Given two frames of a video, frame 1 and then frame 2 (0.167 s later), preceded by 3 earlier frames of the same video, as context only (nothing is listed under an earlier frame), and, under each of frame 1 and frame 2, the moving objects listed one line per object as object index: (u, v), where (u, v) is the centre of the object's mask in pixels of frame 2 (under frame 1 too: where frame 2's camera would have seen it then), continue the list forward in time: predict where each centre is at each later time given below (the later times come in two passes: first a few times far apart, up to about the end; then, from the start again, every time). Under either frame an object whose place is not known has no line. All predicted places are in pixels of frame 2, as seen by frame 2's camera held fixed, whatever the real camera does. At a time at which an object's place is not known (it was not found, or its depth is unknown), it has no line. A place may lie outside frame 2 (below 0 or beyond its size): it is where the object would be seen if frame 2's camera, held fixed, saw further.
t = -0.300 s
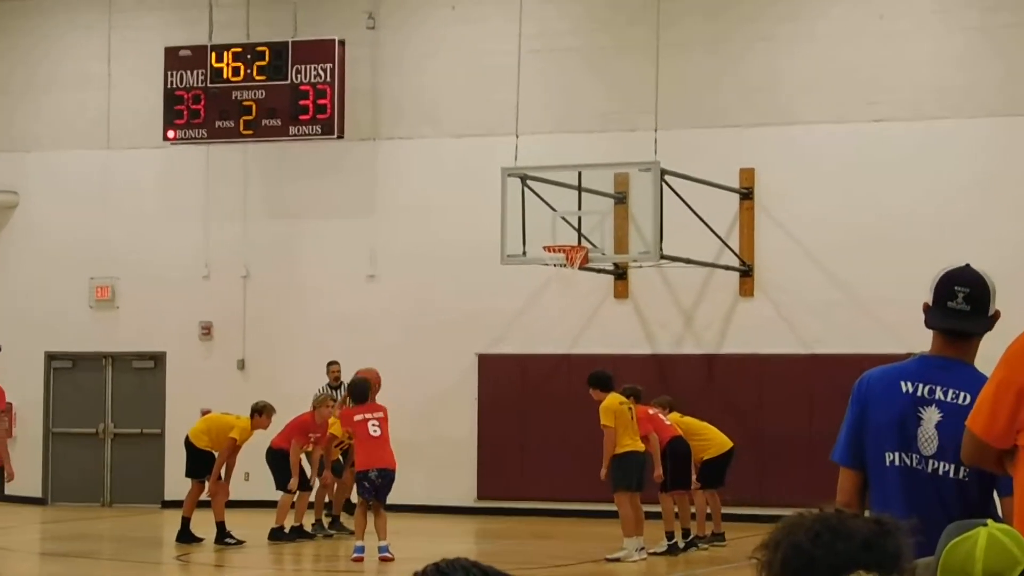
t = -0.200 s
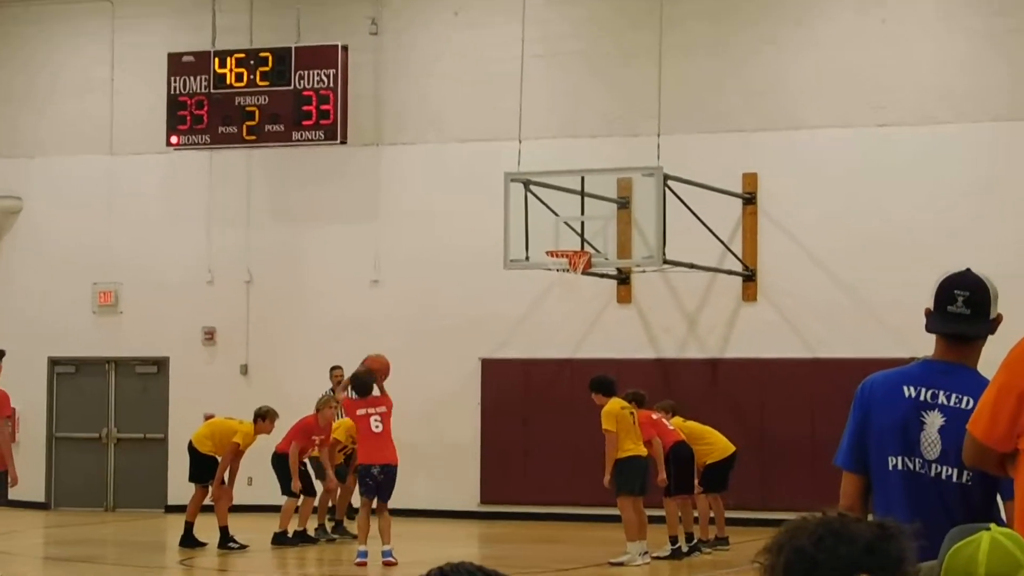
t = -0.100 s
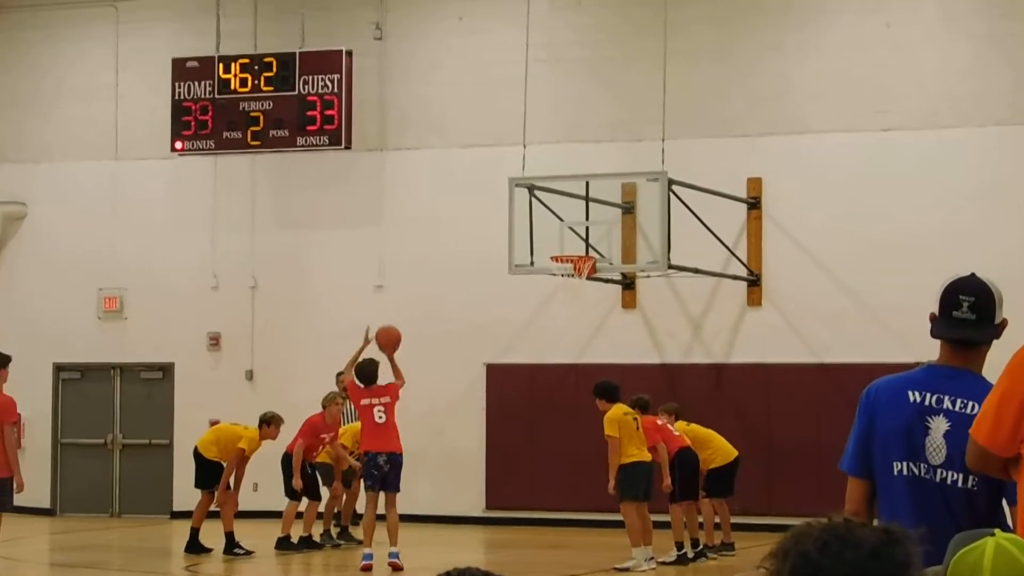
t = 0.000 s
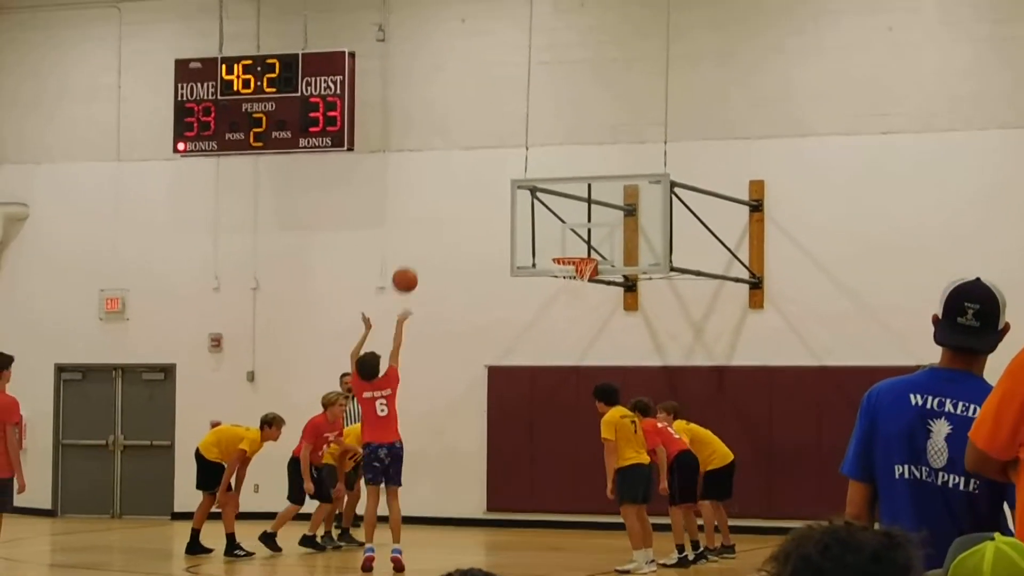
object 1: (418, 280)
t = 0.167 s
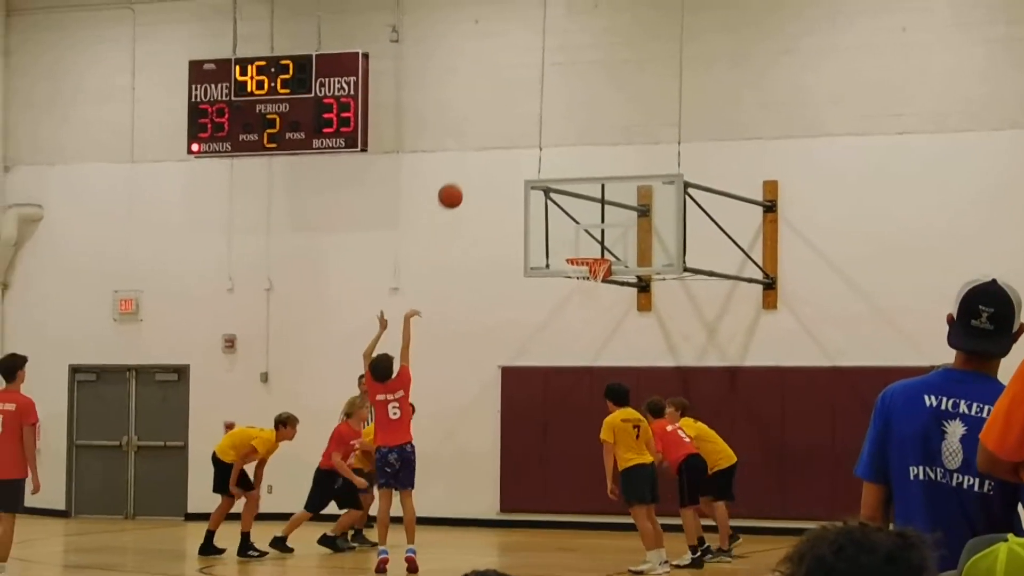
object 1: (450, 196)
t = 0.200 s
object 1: (456, 183)
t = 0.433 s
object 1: (497, 131)
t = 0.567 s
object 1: (519, 126)
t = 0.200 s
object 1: (456, 183)
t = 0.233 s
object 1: (463, 172)
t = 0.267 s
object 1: (469, 162)
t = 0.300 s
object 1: (475, 153)
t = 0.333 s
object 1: (481, 146)
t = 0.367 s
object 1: (486, 140)
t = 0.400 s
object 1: (491, 135)
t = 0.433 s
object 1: (497, 131)
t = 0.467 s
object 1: (502, 128)
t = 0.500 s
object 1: (508, 126)
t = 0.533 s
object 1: (513, 126)
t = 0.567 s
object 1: (519, 126)
